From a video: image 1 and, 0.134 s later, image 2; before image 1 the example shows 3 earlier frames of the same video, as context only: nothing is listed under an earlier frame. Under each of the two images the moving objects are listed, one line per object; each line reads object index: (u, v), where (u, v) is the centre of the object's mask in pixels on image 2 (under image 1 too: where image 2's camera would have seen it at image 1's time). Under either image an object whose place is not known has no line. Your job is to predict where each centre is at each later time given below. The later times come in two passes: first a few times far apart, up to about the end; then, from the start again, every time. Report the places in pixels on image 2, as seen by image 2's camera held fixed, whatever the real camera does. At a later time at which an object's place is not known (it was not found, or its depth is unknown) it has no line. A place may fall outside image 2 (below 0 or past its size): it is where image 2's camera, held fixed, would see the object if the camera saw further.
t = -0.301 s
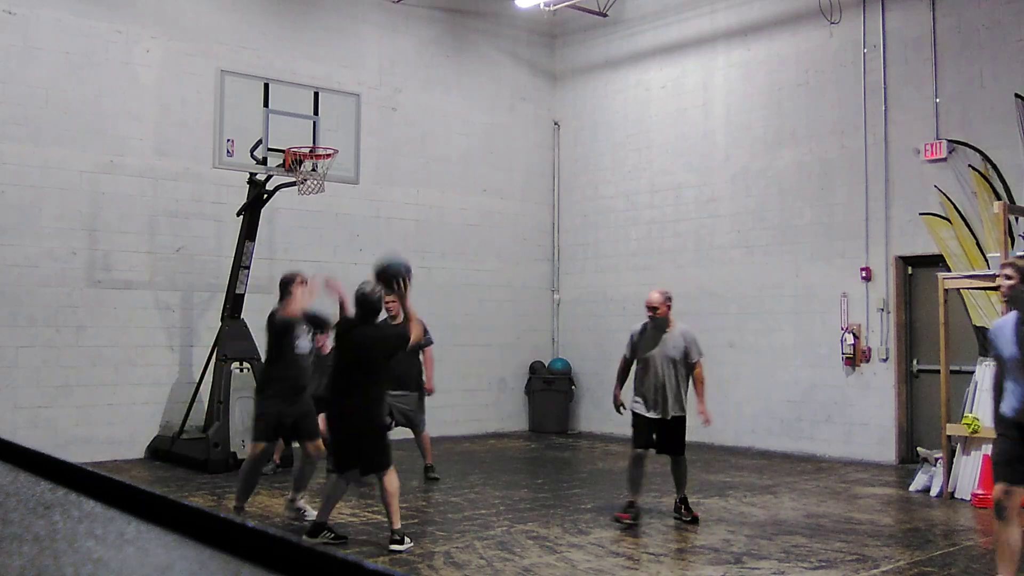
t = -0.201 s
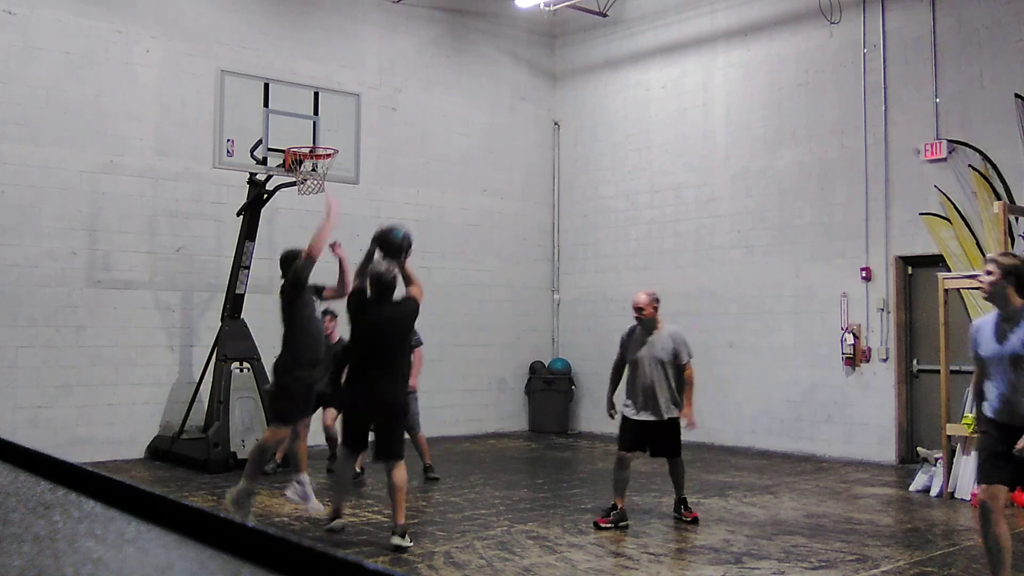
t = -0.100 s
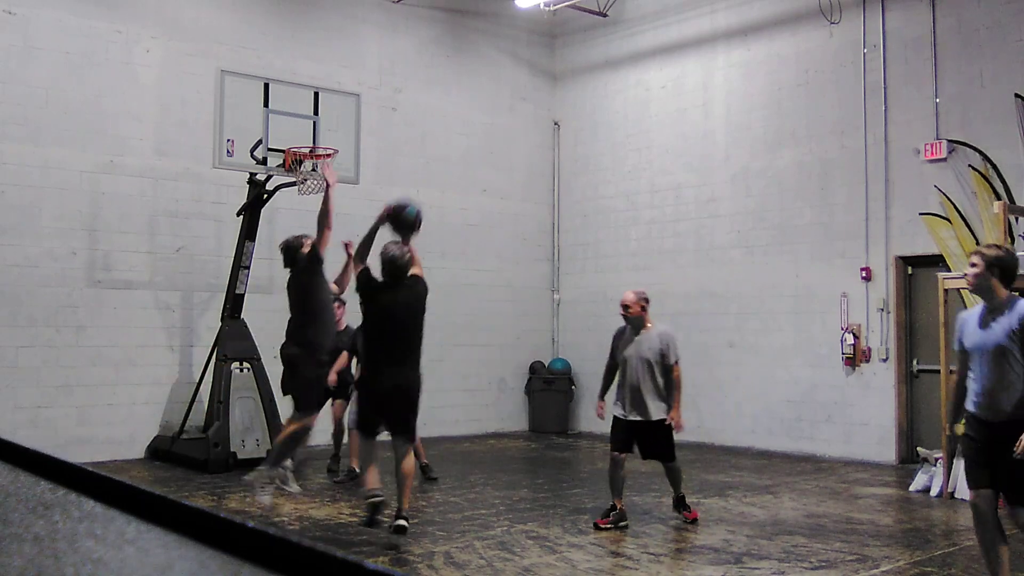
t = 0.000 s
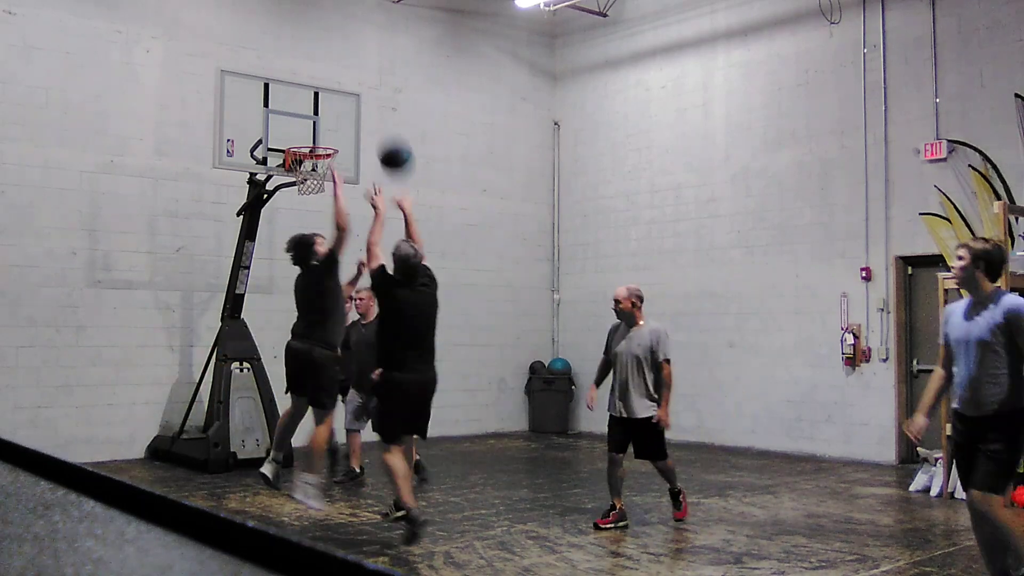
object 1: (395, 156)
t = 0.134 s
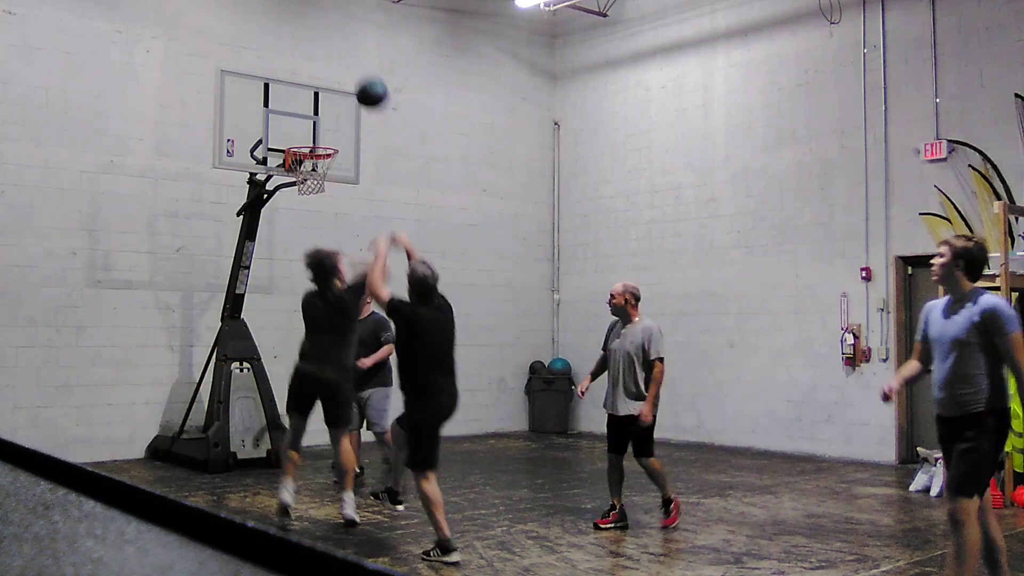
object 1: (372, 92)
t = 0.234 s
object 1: (356, 65)
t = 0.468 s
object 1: (322, 52)
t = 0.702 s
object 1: (293, 102)
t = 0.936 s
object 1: (250, 172)
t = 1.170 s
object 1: (192, 269)
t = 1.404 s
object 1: (132, 432)
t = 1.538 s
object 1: (103, 426)
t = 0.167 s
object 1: (366, 81)
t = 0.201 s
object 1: (361, 72)
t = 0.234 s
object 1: (356, 65)
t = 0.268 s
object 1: (350, 59)
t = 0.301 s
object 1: (345, 54)
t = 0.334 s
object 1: (340, 51)
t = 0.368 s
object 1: (336, 49)
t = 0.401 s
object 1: (331, 49)
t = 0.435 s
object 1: (326, 50)
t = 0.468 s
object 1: (322, 52)
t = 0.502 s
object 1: (317, 56)
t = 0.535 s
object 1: (313, 61)
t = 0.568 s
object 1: (309, 67)
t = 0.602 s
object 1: (304, 74)
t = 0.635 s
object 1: (300, 82)
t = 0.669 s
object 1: (296, 91)
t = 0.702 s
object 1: (293, 102)
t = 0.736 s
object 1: (289, 114)
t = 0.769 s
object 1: (285, 126)
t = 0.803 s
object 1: (282, 138)
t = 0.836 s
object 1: (275, 149)
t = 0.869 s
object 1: (266, 156)
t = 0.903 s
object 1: (259, 162)
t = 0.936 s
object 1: (250, 172)
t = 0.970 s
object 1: (241, 182)
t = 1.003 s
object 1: (233, 193)
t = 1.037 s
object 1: (224, 207)
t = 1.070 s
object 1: (217, 221)
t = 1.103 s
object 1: (208, 236)
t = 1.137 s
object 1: (199, 254)
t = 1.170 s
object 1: (192, 269)
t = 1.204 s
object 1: (183, 290)
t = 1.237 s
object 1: (174, 311)
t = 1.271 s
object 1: (166, 331)
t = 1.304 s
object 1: (158, 354)
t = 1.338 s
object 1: (149, 378)
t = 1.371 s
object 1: (140, 405)
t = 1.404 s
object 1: (132, 432)
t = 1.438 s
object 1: (123, 459)
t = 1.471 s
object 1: (114, 458)
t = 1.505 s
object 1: (108, 445)
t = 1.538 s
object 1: (103, 426)
